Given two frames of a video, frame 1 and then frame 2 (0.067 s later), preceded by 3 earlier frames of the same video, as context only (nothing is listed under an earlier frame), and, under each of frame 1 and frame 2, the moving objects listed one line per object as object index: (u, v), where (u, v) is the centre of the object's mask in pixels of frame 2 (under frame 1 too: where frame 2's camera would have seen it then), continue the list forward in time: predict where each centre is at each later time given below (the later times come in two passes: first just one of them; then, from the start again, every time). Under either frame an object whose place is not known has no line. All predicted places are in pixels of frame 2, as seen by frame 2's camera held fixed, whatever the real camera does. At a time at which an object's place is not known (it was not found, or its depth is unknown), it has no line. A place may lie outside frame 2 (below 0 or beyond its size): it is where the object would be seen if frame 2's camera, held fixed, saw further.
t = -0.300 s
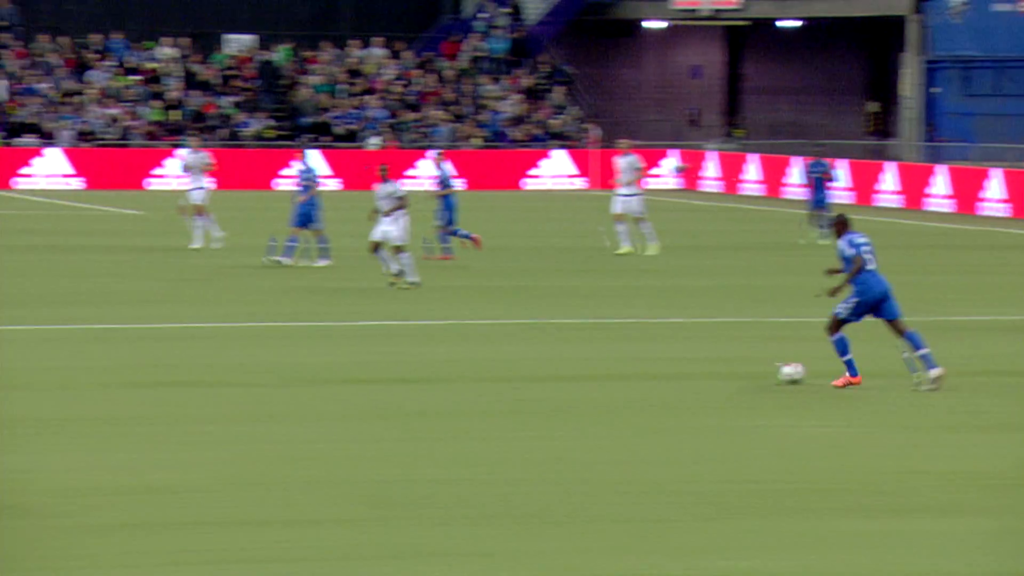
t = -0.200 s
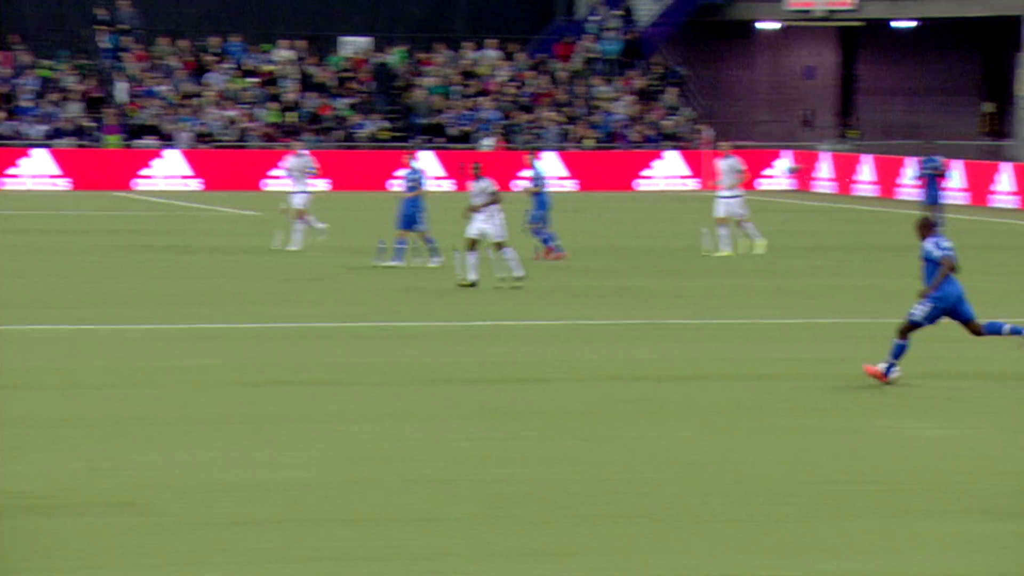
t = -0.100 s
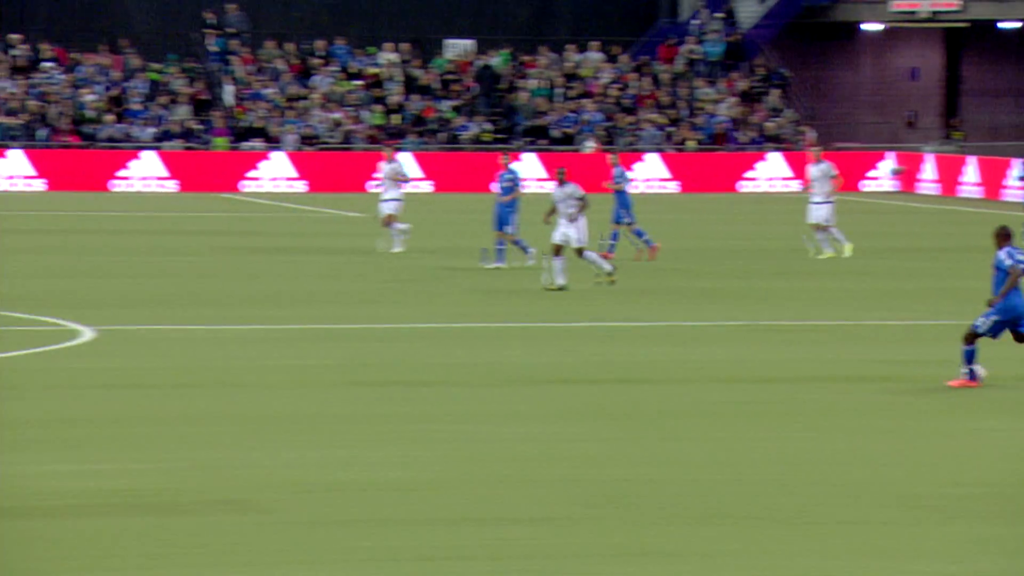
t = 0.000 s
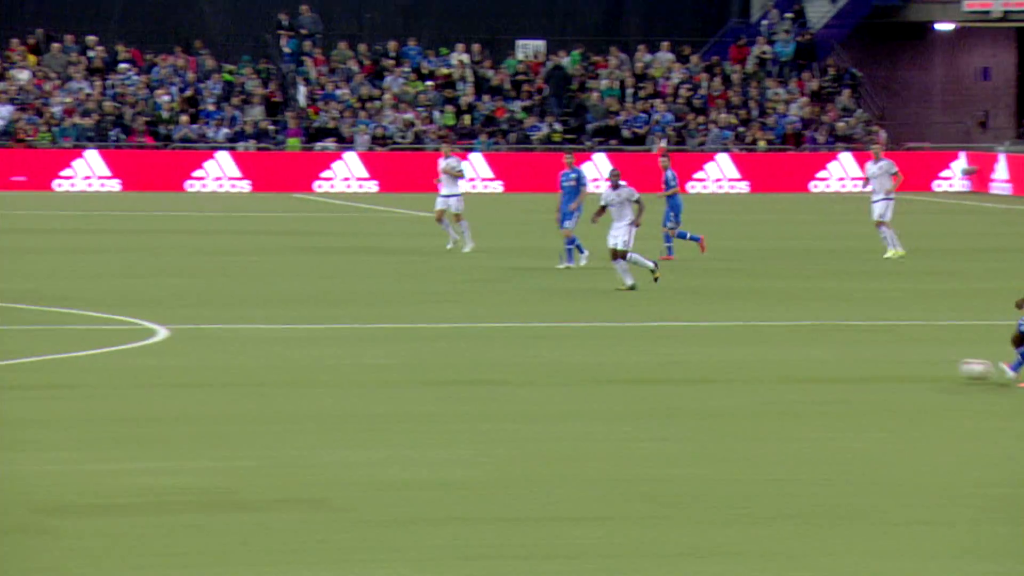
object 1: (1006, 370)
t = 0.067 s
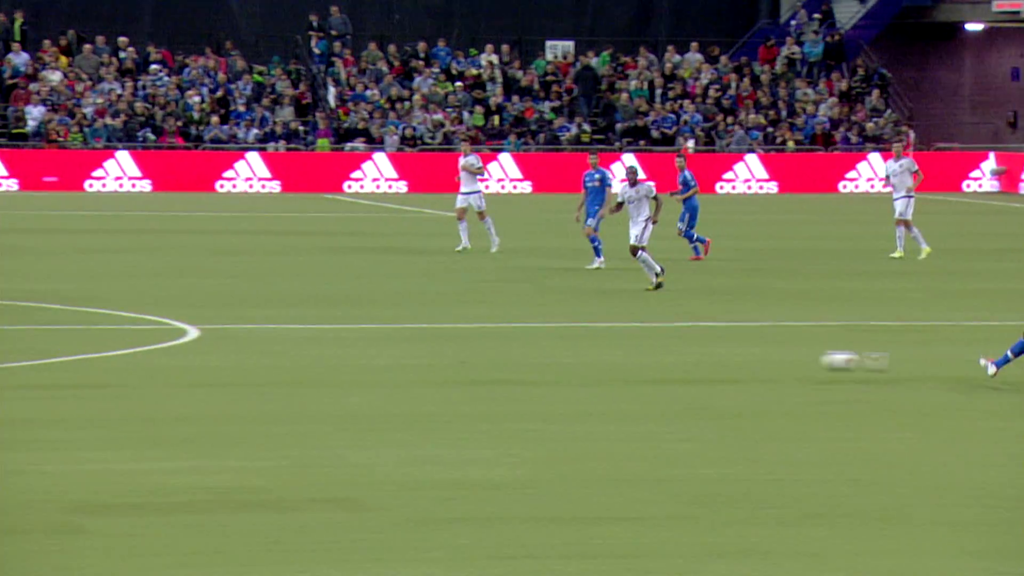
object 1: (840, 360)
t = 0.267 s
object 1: (376, 368)
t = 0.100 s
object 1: (759, 359)
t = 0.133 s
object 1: (680, 357)
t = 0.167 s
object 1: (601, 359)
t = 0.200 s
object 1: (524, 362)
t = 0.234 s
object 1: (448, 368)
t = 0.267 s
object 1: (376, 368)
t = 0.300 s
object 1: (309, 362)
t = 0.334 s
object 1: (240, 360)
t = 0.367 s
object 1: (172, 358)
